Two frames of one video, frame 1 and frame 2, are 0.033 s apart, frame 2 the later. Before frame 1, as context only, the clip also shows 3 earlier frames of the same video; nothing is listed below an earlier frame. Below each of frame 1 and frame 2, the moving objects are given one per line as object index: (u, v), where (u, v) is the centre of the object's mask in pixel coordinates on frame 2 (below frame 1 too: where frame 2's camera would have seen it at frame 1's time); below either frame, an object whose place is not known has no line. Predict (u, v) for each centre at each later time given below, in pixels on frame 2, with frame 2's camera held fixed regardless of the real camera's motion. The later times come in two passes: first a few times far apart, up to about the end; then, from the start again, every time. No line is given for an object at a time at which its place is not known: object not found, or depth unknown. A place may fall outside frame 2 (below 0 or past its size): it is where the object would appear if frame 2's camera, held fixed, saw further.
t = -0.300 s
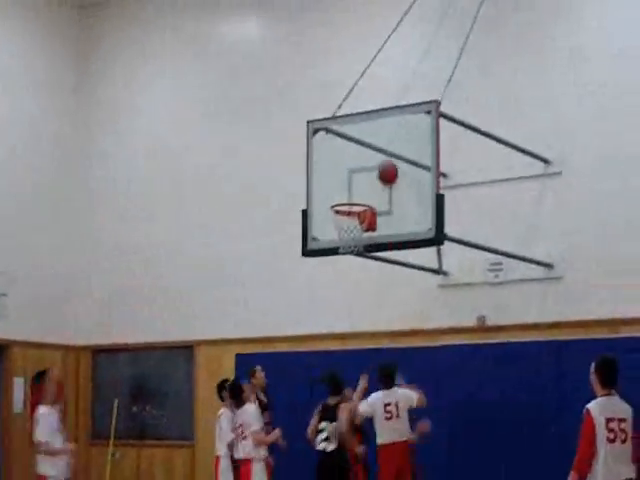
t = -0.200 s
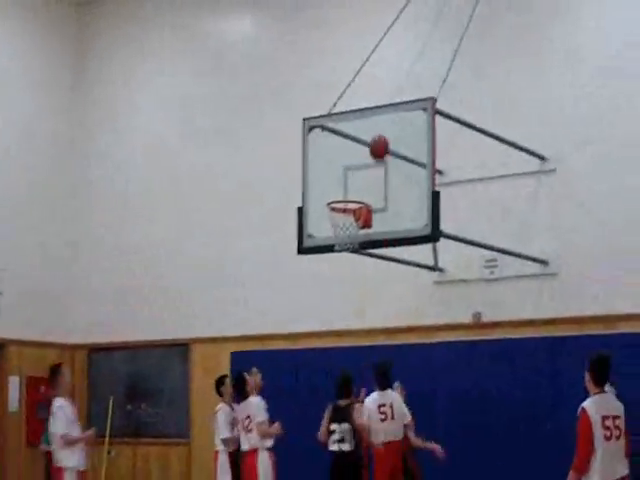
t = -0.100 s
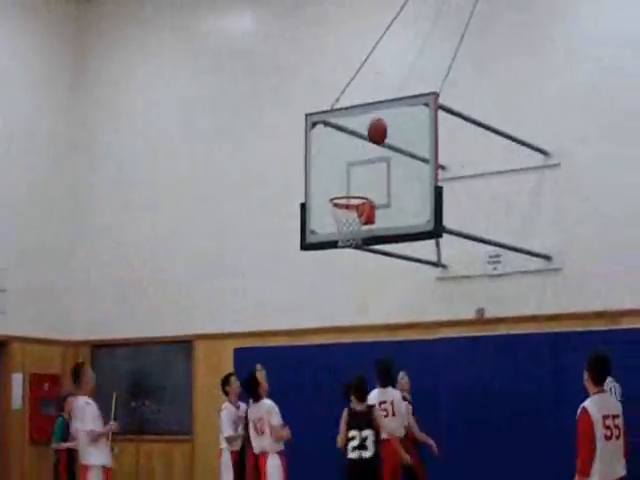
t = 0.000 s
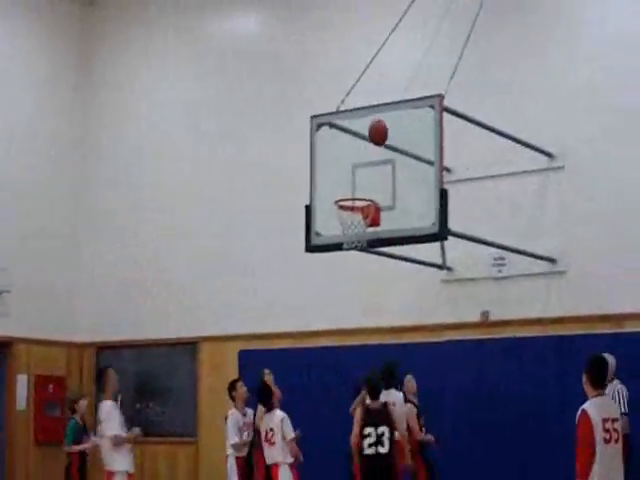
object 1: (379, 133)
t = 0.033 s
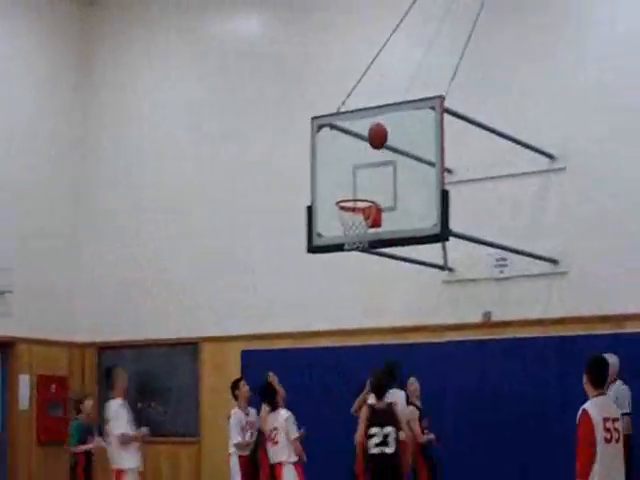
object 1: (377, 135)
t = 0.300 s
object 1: (366, 178)
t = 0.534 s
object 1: (348, 218)
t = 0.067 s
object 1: (376, 139)
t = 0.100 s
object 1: (375, 141)
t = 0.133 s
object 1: (373, 144)
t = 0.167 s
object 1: (372, 148)
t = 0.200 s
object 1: (370, 154)
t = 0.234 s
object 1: (368, 161)
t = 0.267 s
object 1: (367, 169)
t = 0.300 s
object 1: (366, 178)
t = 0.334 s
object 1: (365, 187)
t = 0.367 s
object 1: (363, 195)
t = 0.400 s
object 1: (358, 199)
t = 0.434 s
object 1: (354, 203)
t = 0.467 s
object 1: (350, 207)
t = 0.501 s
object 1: (348, 213)
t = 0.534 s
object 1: (348, 218)
